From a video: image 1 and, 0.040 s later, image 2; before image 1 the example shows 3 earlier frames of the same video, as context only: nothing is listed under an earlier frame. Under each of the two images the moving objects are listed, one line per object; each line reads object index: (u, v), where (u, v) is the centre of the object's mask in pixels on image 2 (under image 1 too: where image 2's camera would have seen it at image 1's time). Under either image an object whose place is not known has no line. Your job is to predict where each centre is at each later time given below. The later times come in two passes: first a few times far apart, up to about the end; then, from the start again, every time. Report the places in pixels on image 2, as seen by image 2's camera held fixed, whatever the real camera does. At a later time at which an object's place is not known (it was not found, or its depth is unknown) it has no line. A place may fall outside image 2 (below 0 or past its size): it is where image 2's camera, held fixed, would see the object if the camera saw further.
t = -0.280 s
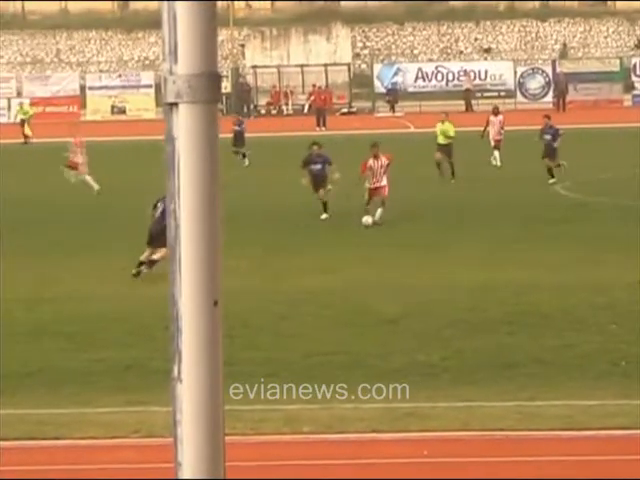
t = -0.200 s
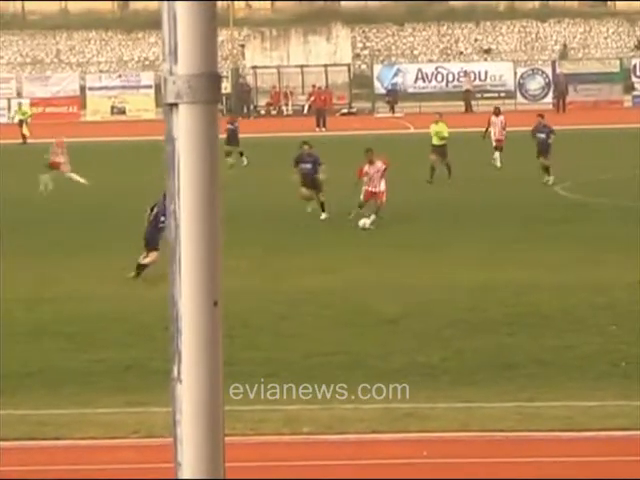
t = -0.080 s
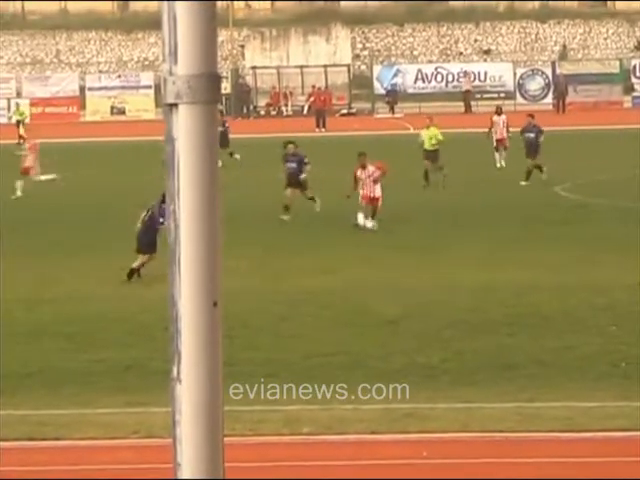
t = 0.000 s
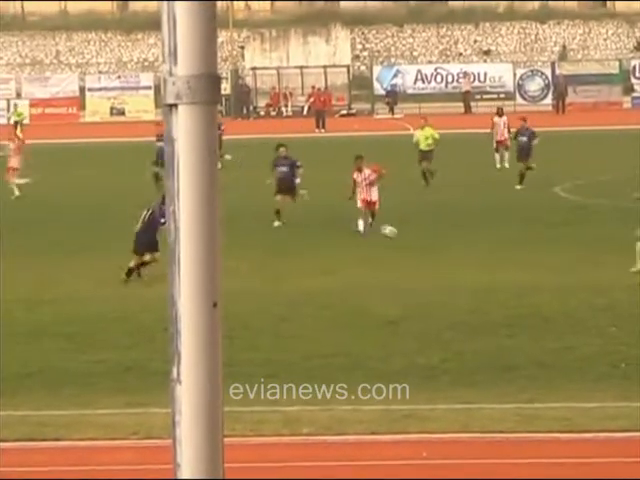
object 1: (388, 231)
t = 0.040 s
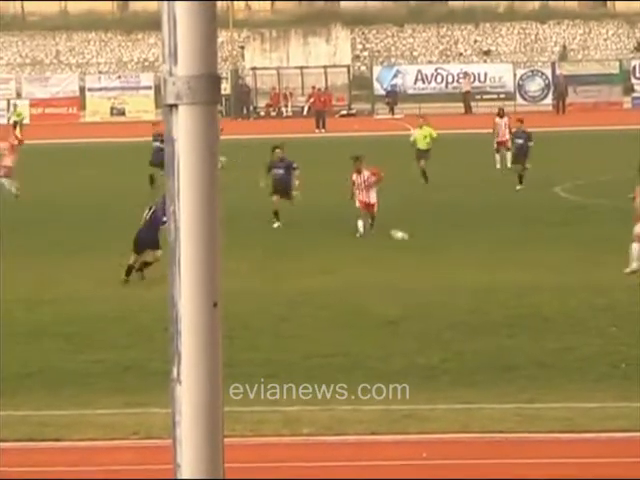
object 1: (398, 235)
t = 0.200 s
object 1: (436, 243)
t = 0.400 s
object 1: (482, 255)
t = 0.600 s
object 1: (524, 269)
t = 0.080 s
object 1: (408, 240)
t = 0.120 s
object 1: (418, 241)
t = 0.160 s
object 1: (427, 241)
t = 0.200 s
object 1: (436, 243)
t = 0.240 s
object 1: (445, 246)
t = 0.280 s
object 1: (455, 251)
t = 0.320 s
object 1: (464, 254)
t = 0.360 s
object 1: (473, 255)
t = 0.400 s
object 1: (482, 255)
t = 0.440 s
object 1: (491, 257)
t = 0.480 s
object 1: (500, 260)
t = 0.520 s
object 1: (509, 265)
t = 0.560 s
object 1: (516, 268)
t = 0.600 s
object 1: (524, 269)
